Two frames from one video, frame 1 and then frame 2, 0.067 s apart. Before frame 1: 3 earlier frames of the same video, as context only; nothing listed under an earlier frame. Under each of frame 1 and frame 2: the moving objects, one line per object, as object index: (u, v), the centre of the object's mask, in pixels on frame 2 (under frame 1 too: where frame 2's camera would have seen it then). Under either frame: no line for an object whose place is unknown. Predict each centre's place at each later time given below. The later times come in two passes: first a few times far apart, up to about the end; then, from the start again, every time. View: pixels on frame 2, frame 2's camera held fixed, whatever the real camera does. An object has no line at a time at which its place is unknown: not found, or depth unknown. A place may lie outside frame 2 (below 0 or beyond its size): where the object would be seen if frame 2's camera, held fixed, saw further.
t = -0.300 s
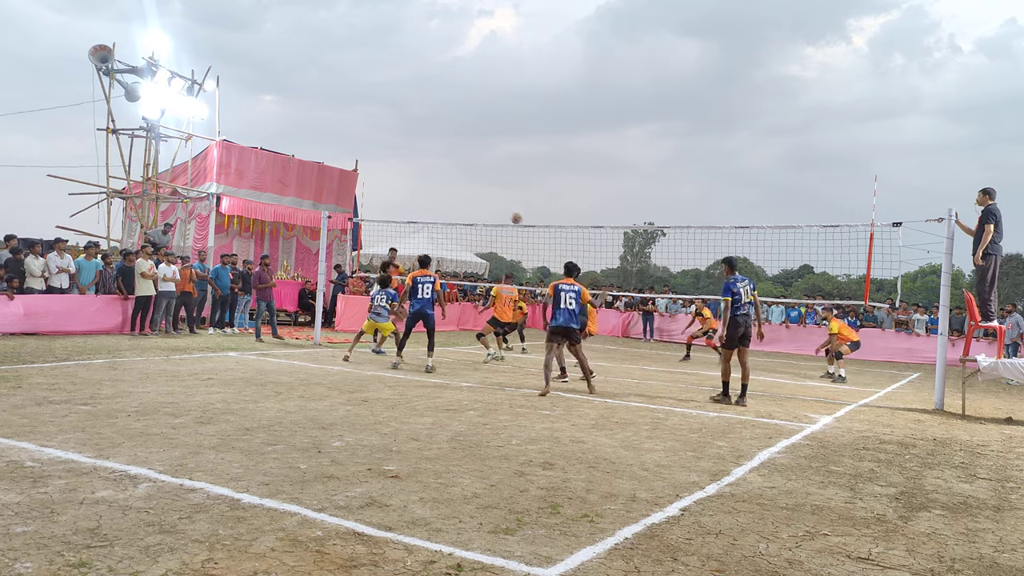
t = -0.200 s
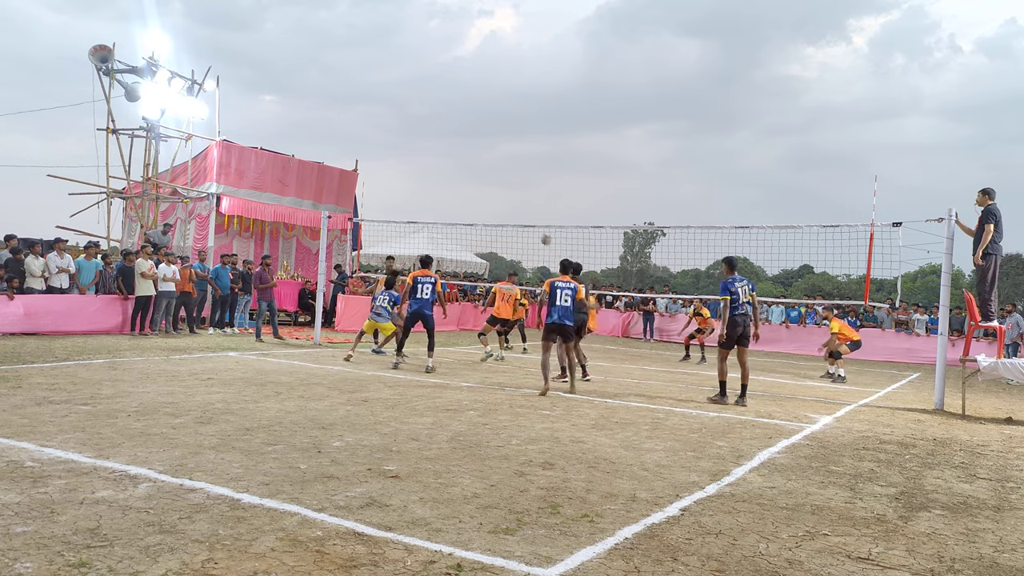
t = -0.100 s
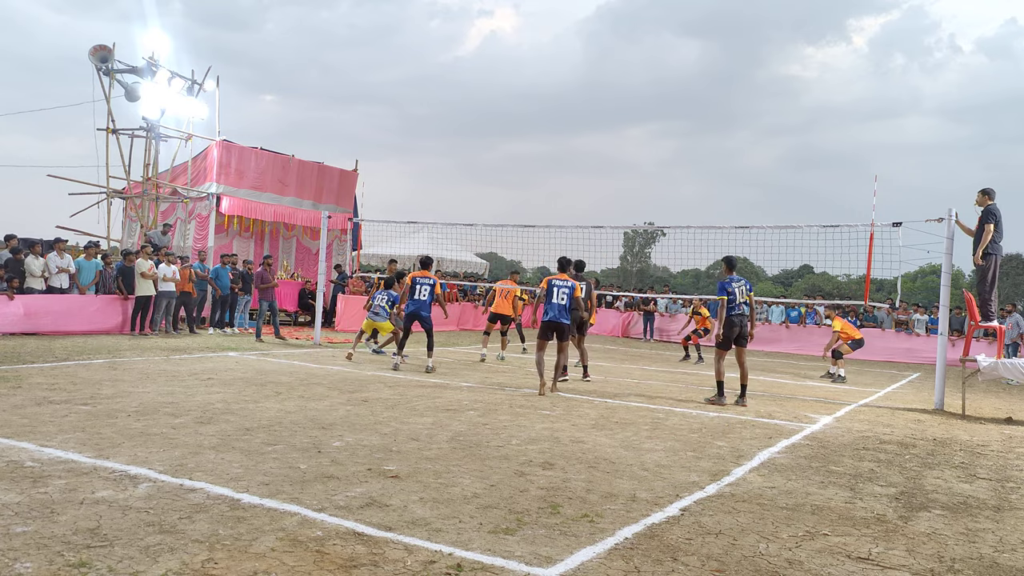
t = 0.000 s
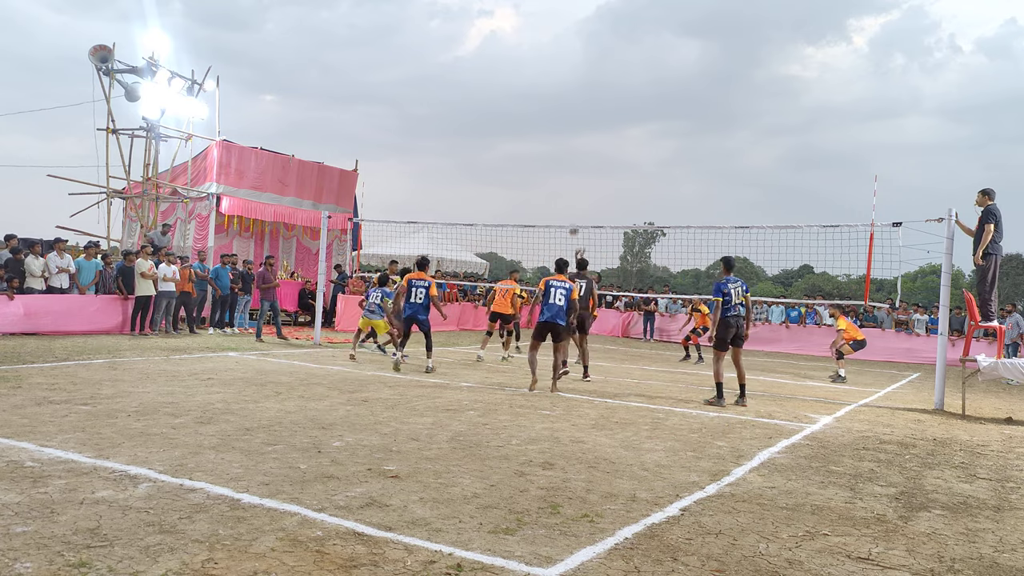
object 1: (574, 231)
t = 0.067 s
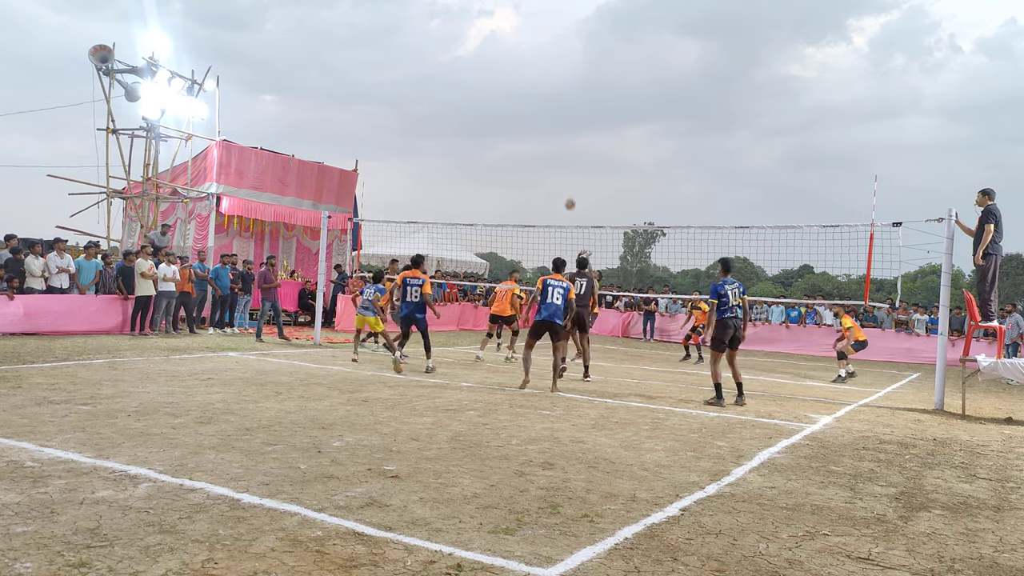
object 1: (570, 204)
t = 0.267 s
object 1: (558, 143)
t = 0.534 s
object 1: (543, 94)
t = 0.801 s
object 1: (526, 83)
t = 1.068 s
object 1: (508, 107)
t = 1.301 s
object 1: (491, 157)
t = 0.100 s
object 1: (568, 192)
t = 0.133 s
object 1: (566, 182)
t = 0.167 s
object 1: (564, 171)
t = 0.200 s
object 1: (562, 161)
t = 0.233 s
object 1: (560, 152)
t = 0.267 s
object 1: (558, 143)
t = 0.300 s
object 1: (556, 135)
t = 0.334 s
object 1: (555, 127)
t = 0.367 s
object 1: (553, 121)
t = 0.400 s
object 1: (551, 114)
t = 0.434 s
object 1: (549, 108)
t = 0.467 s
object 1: (547, 103)
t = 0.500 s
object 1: (545, 98)
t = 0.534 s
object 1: (543, 94)
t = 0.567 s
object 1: (541, 91)
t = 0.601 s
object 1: (539, 88)
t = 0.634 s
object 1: (537, 85)
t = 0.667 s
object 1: (535, 84)
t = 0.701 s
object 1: (533, 83)
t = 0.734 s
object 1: (531, 82)
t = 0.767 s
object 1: (528, 82)
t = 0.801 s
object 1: (526, 83)
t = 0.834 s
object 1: (524, 84)
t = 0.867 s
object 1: (521, 85)
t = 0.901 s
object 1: (519, 87)
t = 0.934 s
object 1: (517, 90)
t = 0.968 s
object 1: (515, 94)
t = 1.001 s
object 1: (512, 97)
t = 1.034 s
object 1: (510, 102)
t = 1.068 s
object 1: (508, 107)
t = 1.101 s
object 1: (505, 112)
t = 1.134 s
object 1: (503, 118)
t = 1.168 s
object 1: (501, 125)
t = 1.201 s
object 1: (498, 133)
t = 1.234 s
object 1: (496, 140)
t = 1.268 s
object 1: (493, 148)
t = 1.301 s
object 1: (491, 157)
